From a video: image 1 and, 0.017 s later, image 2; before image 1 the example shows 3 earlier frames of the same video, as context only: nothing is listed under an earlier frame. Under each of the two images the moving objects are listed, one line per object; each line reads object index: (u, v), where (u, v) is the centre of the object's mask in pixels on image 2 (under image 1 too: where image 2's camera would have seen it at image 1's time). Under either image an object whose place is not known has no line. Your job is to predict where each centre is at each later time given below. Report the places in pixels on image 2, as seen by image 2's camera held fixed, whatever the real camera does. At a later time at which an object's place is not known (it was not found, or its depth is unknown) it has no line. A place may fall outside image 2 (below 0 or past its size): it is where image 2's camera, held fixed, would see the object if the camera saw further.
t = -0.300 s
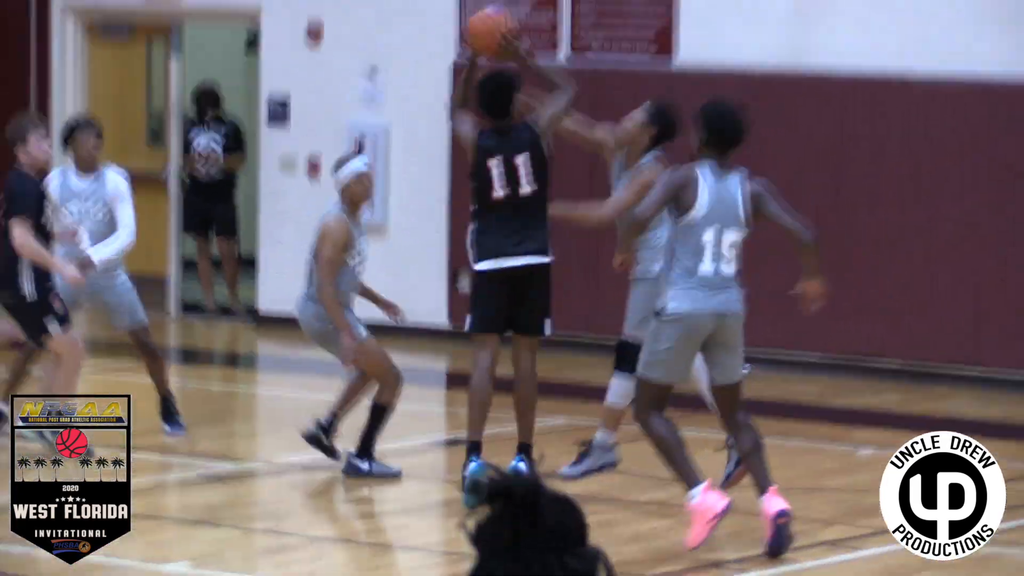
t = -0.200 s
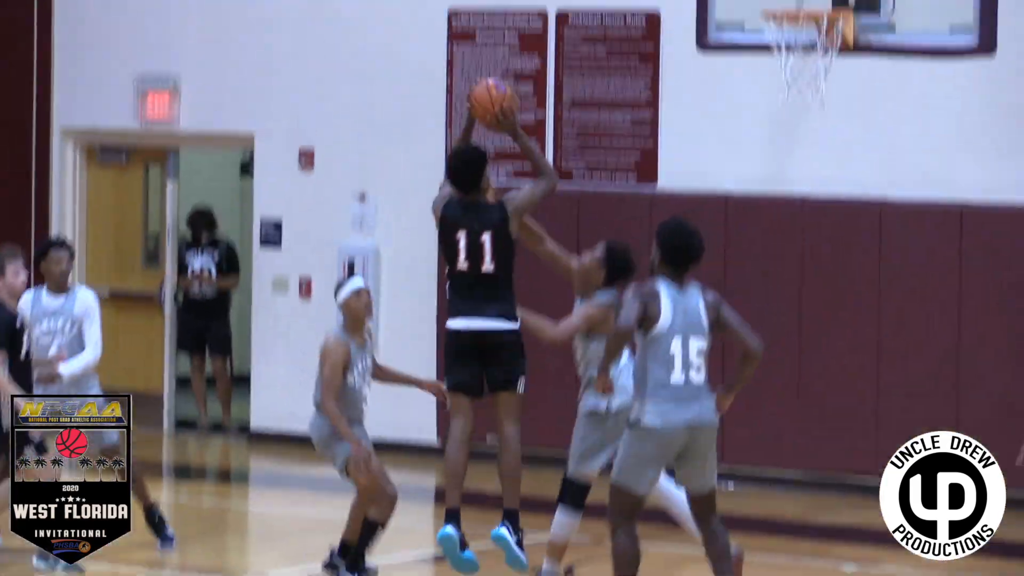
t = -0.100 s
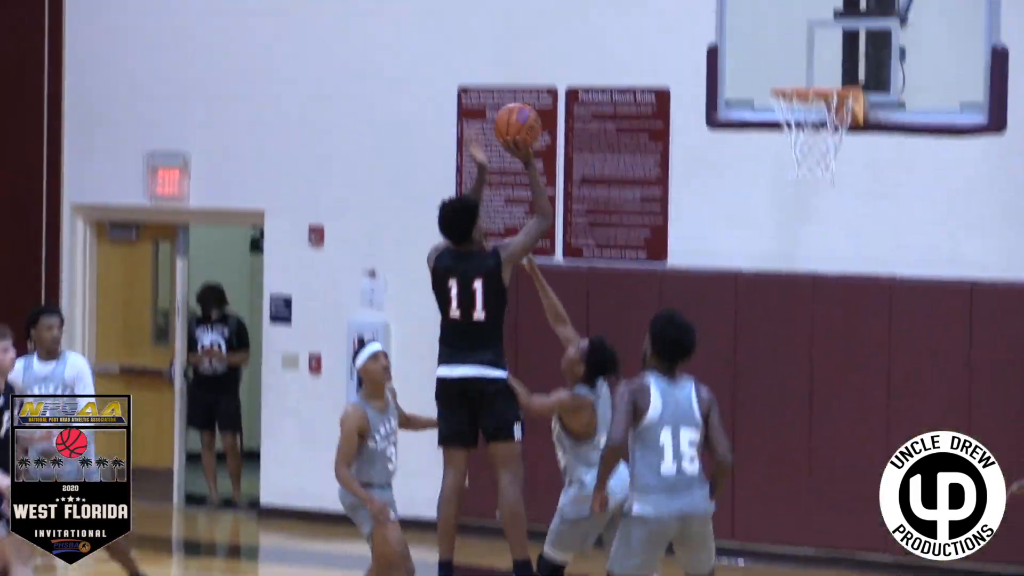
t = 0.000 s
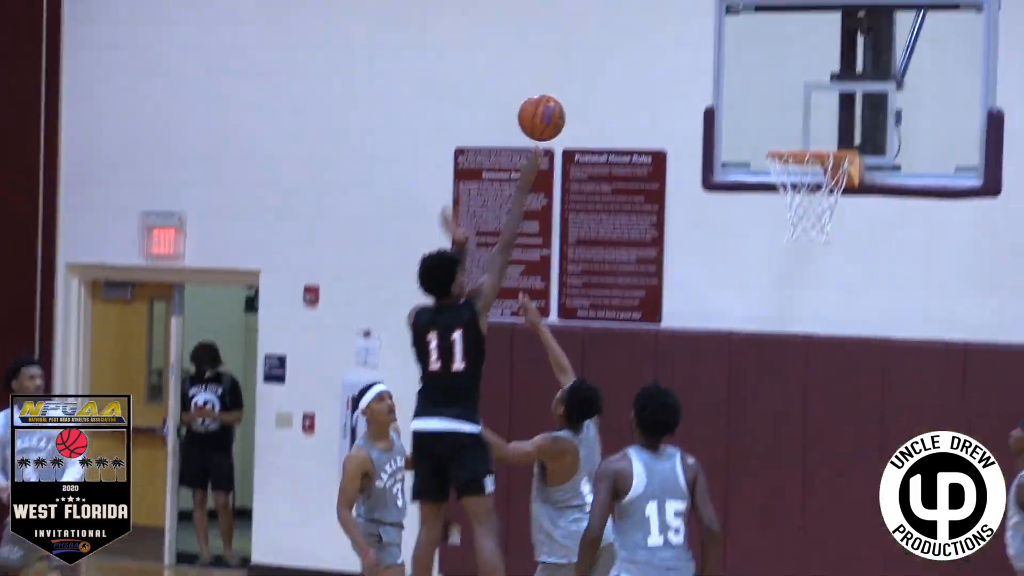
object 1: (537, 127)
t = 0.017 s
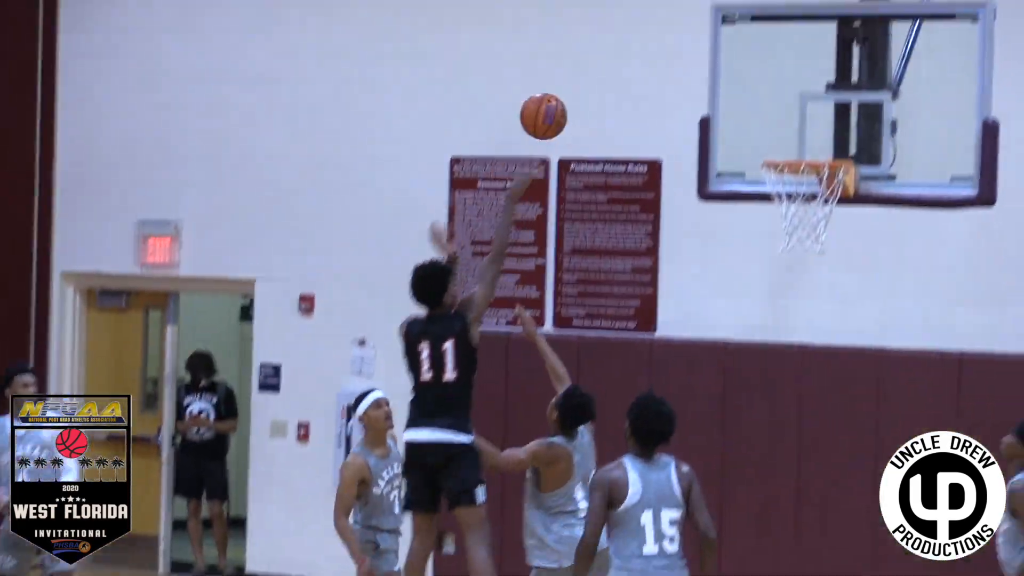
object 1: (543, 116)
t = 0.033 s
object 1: (550, 106)
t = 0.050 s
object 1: (556, 97)
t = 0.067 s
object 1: (563, 88)
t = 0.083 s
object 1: (569, 79)
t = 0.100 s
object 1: (576, 71)
